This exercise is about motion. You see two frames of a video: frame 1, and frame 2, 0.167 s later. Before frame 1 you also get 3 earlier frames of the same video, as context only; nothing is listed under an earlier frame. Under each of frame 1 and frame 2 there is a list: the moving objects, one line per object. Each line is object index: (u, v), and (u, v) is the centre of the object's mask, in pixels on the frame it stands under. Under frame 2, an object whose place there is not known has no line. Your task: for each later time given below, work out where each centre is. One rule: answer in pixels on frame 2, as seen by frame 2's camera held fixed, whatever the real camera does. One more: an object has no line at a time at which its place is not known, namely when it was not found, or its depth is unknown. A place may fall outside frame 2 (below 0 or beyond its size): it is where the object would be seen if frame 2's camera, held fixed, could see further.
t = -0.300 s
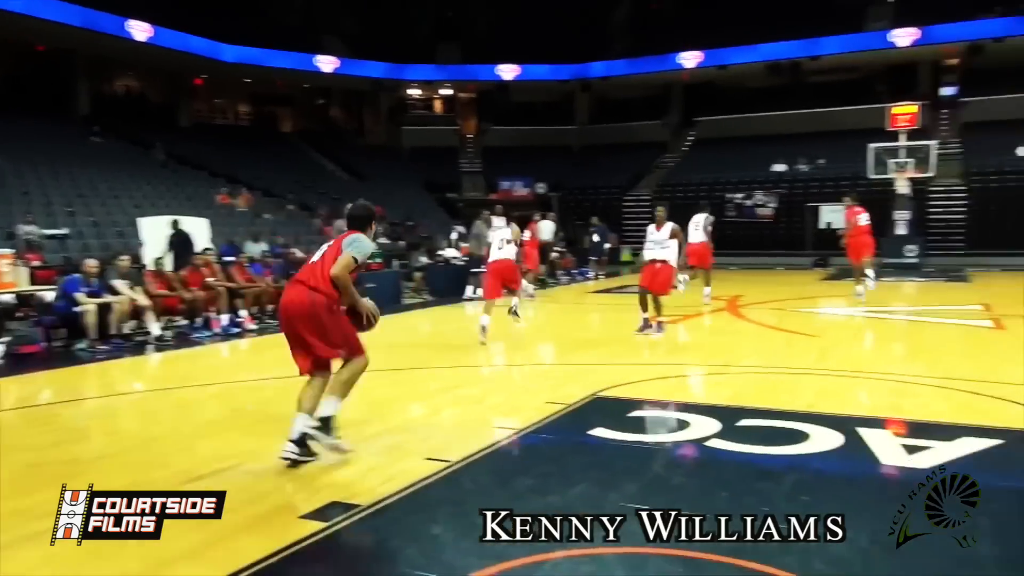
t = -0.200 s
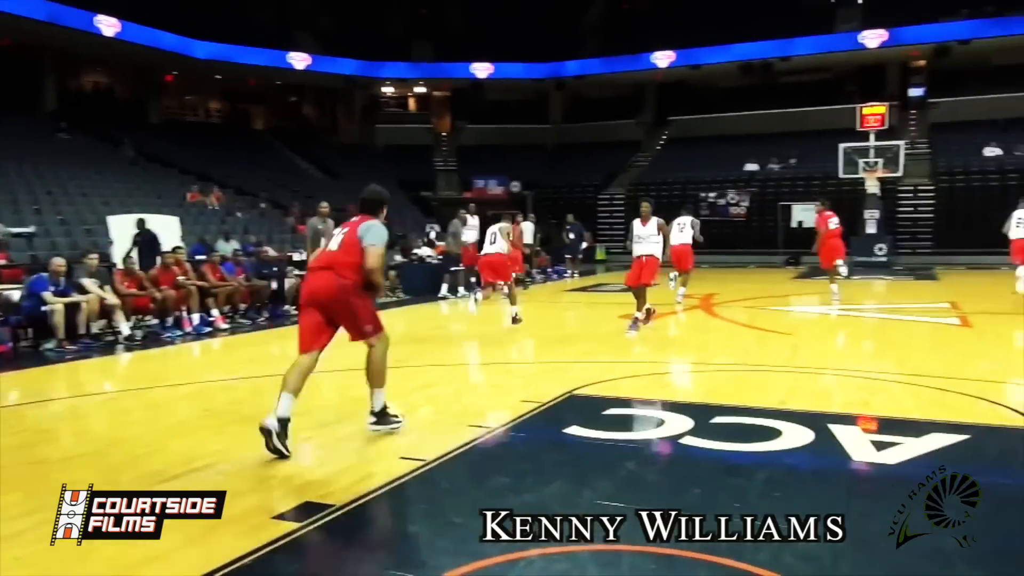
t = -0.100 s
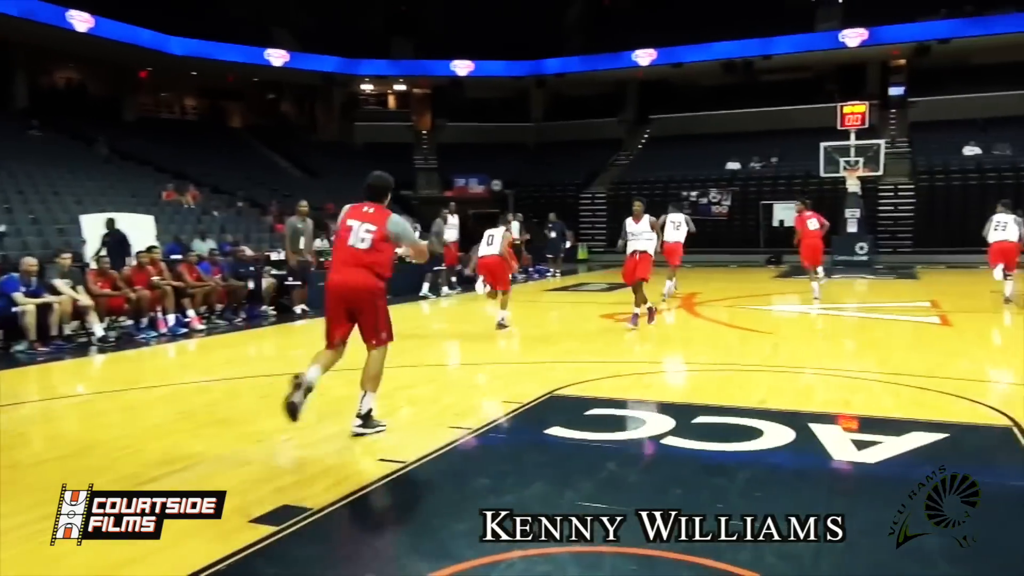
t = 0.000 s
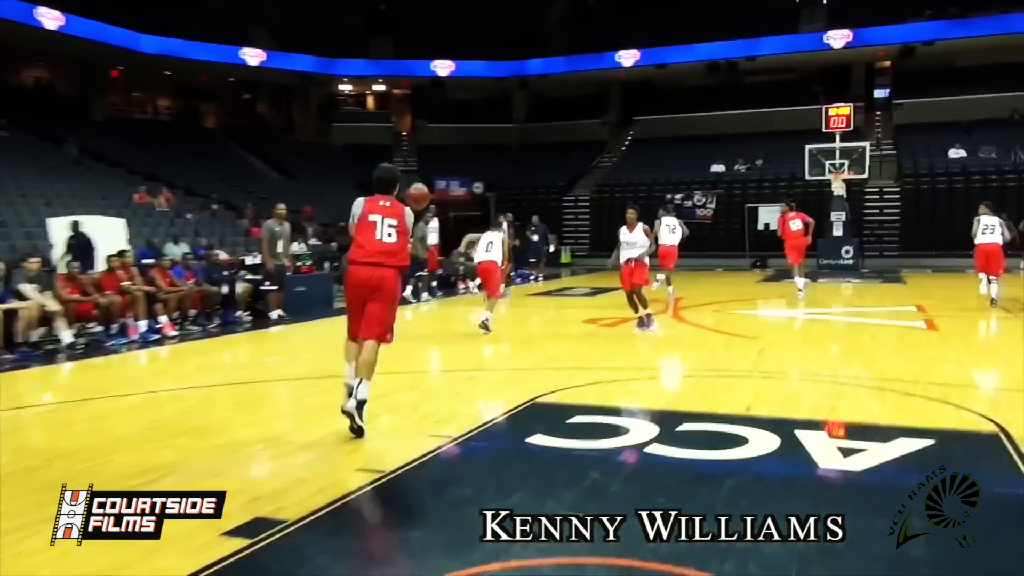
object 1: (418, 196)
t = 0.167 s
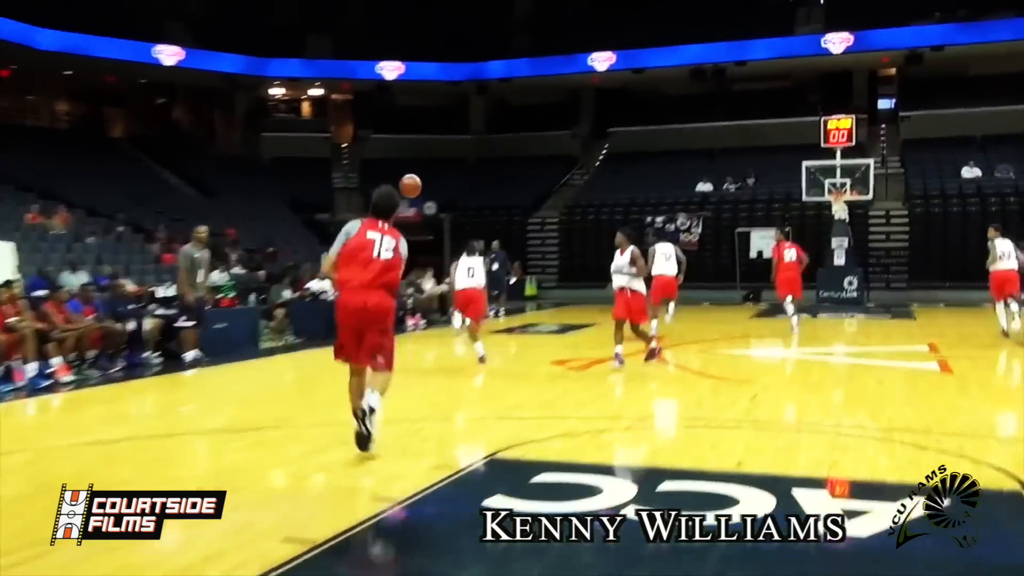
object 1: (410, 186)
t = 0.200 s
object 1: (418, 183)
